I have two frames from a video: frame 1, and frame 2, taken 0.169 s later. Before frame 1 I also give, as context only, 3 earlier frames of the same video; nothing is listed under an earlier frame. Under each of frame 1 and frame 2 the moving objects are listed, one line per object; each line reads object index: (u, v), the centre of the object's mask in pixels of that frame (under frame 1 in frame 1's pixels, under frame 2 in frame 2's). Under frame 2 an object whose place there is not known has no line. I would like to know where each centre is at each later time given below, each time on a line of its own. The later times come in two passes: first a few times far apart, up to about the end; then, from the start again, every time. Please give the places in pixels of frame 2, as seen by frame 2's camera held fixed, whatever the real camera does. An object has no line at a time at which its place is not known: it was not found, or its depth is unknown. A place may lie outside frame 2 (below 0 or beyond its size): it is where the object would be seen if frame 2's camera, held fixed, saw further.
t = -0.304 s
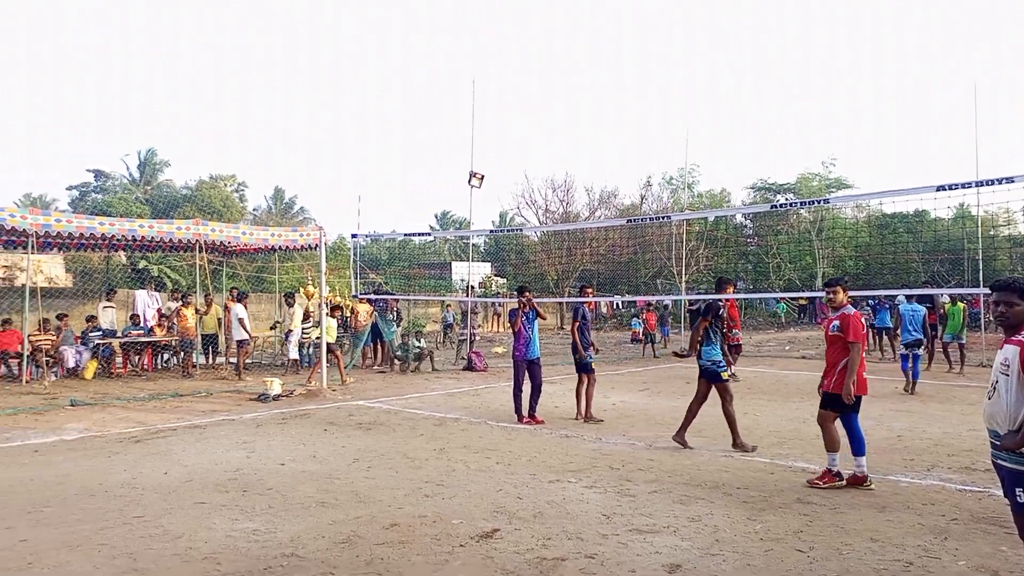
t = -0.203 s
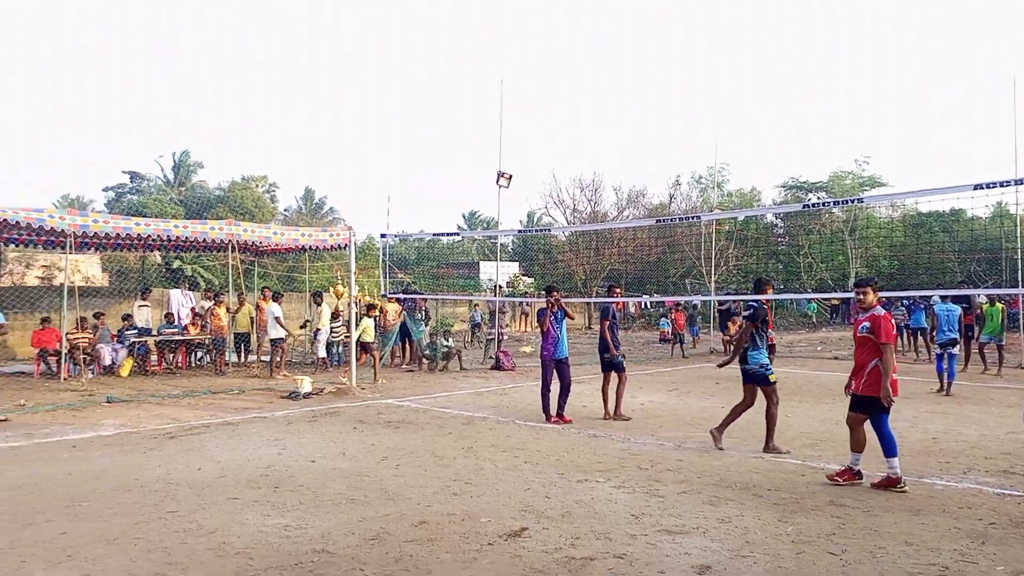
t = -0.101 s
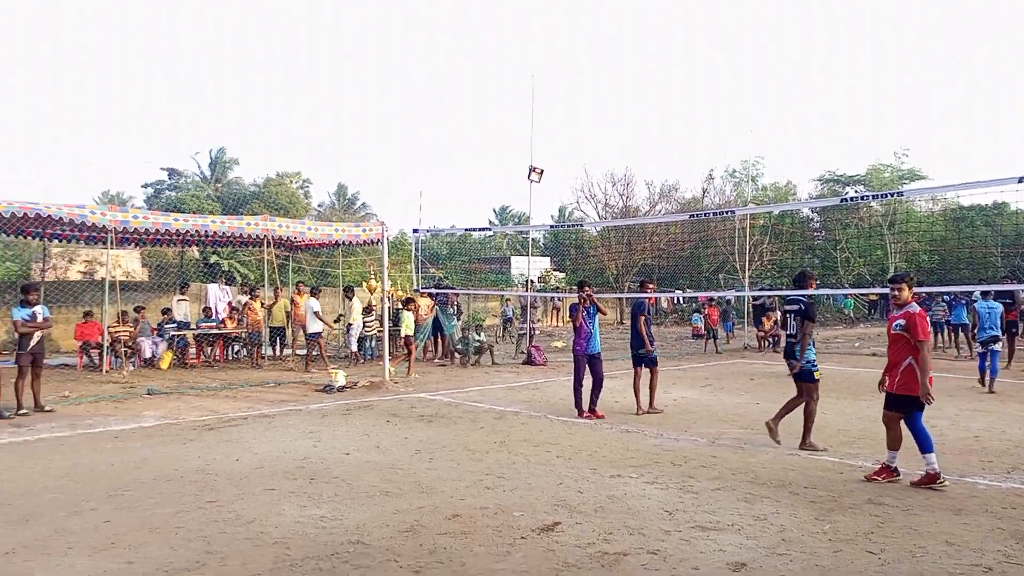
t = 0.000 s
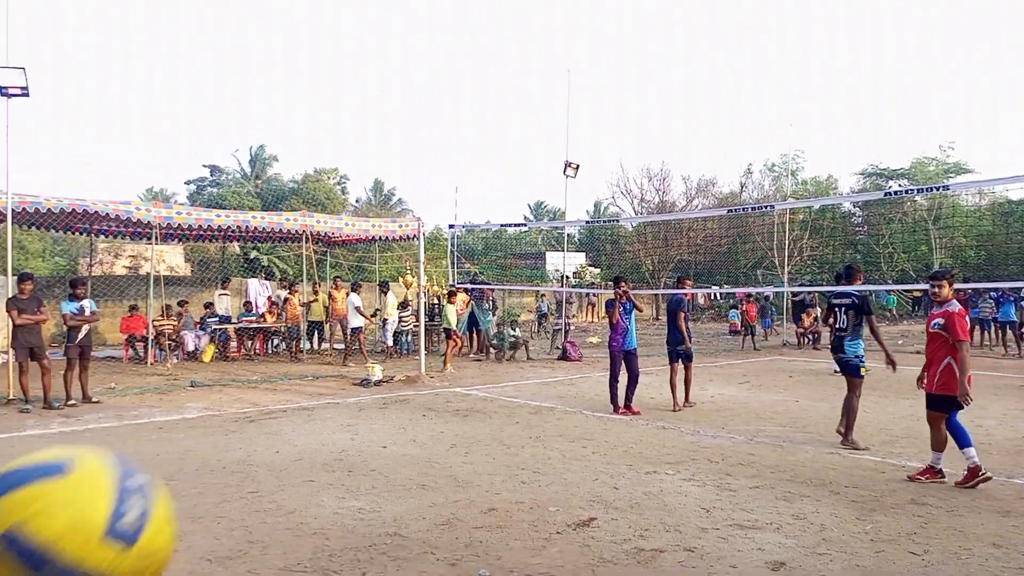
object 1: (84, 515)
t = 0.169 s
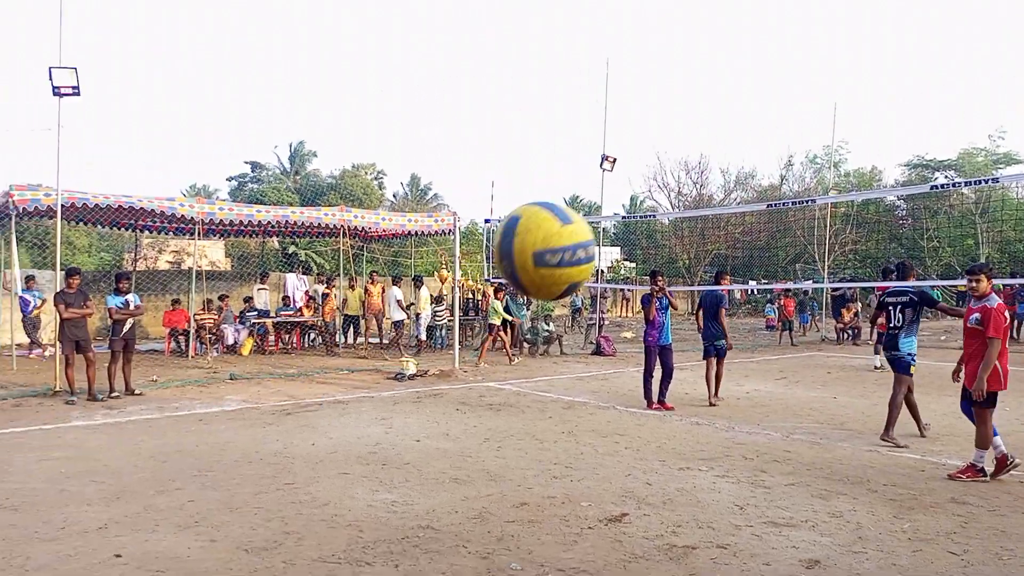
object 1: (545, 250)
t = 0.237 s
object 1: (631, 229)
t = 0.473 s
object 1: (797, 279)
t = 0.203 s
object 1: (592, 236)
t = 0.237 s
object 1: (631, 229)
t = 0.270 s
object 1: (665, 228)
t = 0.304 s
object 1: (694, 229)
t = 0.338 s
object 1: (720, 234)
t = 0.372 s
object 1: (744, 242)
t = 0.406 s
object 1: (762, 252)
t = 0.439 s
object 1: (782, 264)
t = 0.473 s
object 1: (797, 279)
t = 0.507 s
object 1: (811, 296)
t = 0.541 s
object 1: (824, 314)
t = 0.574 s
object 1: (837, 333)
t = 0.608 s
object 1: (847, 353)
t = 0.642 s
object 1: (857, 374)
